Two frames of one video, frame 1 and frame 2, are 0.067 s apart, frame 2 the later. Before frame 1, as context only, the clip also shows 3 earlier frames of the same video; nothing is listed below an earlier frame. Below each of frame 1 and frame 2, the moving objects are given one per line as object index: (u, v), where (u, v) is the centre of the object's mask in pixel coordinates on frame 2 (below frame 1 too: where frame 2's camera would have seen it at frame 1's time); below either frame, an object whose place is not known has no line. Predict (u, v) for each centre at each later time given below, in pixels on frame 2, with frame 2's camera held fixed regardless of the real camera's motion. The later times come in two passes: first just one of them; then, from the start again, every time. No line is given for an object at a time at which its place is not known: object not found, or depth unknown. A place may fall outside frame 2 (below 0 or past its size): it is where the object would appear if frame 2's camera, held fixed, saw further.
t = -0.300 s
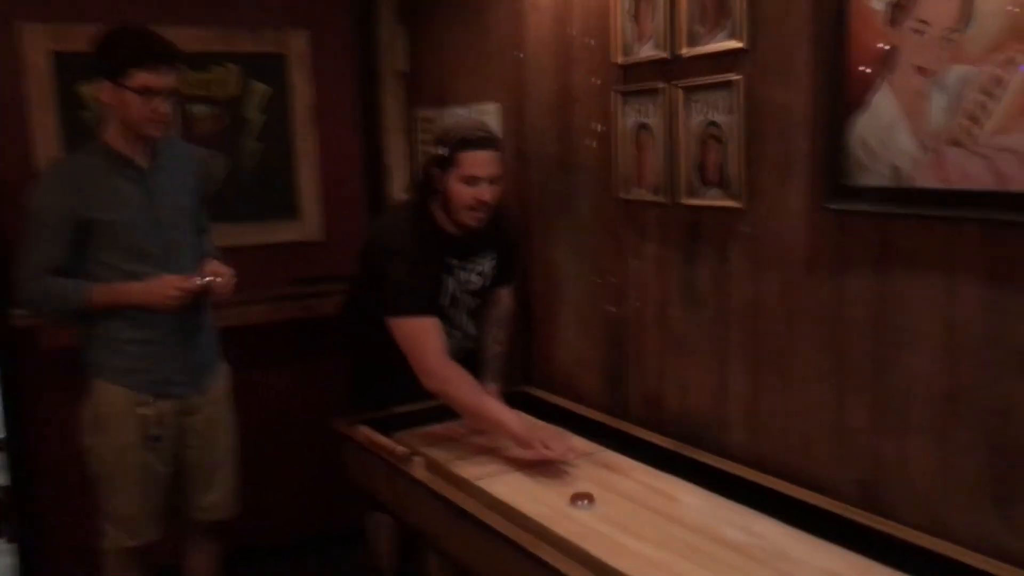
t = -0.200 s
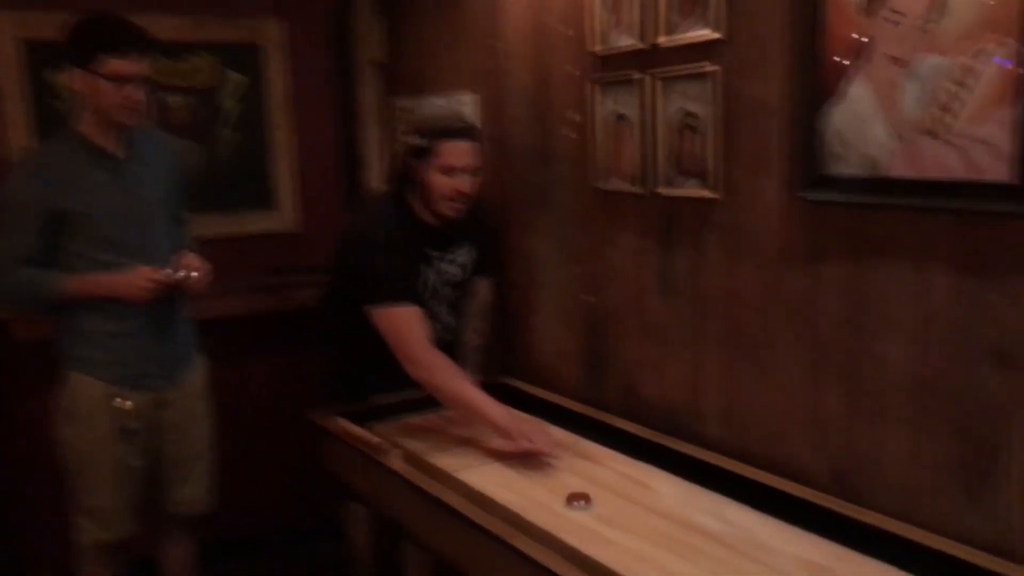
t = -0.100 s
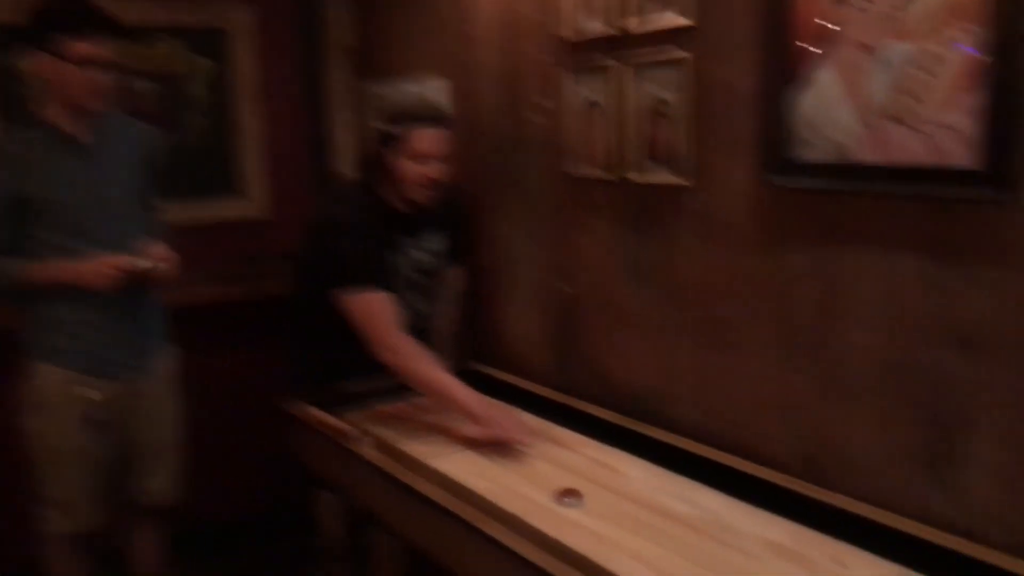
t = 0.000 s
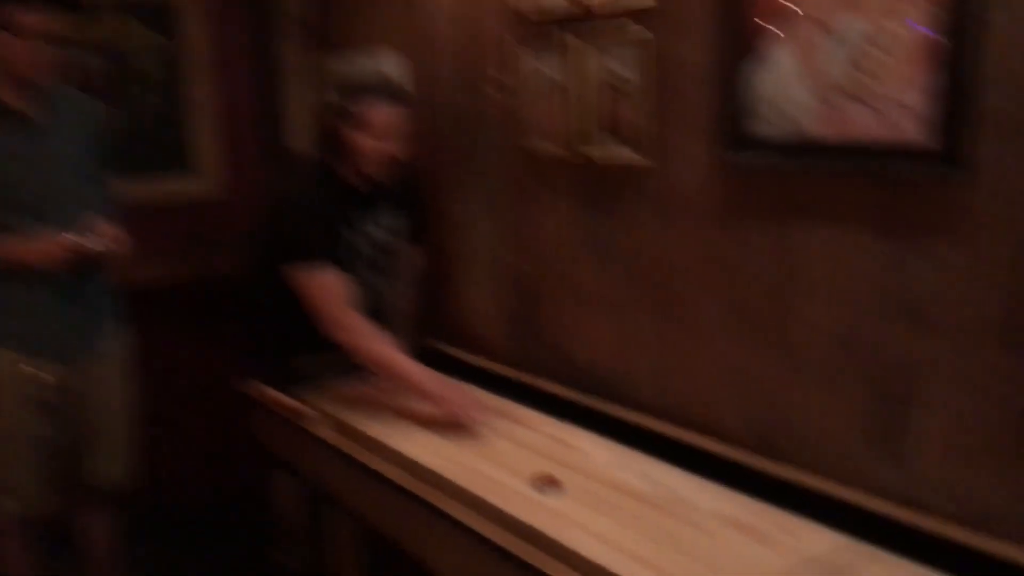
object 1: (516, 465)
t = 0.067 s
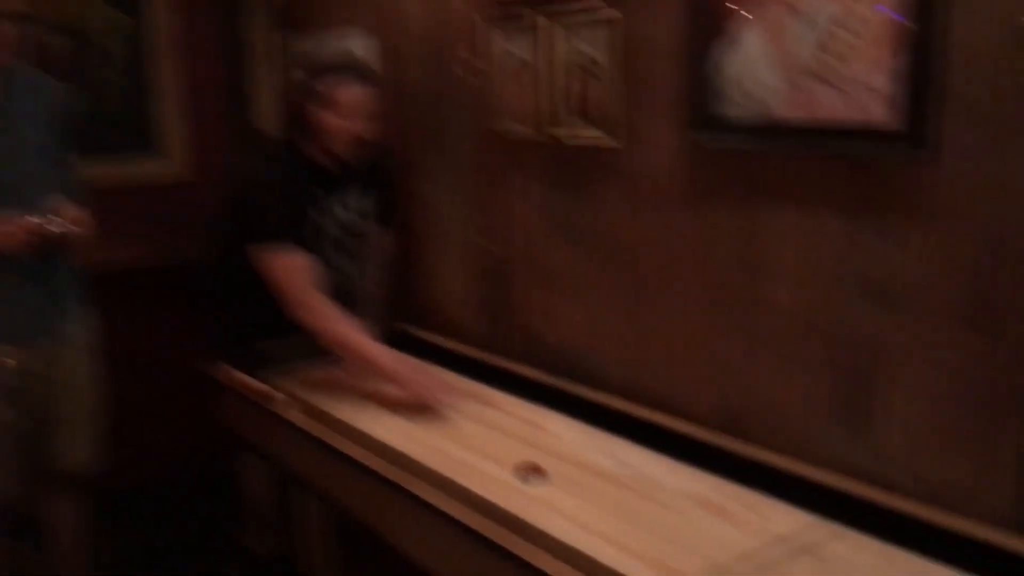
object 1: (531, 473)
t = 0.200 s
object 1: (562, 489)
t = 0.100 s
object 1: (538, 478)
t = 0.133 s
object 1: (547, 482)
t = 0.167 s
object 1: (554, 485)
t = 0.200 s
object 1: (562, 489)
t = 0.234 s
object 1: (570, 493)
